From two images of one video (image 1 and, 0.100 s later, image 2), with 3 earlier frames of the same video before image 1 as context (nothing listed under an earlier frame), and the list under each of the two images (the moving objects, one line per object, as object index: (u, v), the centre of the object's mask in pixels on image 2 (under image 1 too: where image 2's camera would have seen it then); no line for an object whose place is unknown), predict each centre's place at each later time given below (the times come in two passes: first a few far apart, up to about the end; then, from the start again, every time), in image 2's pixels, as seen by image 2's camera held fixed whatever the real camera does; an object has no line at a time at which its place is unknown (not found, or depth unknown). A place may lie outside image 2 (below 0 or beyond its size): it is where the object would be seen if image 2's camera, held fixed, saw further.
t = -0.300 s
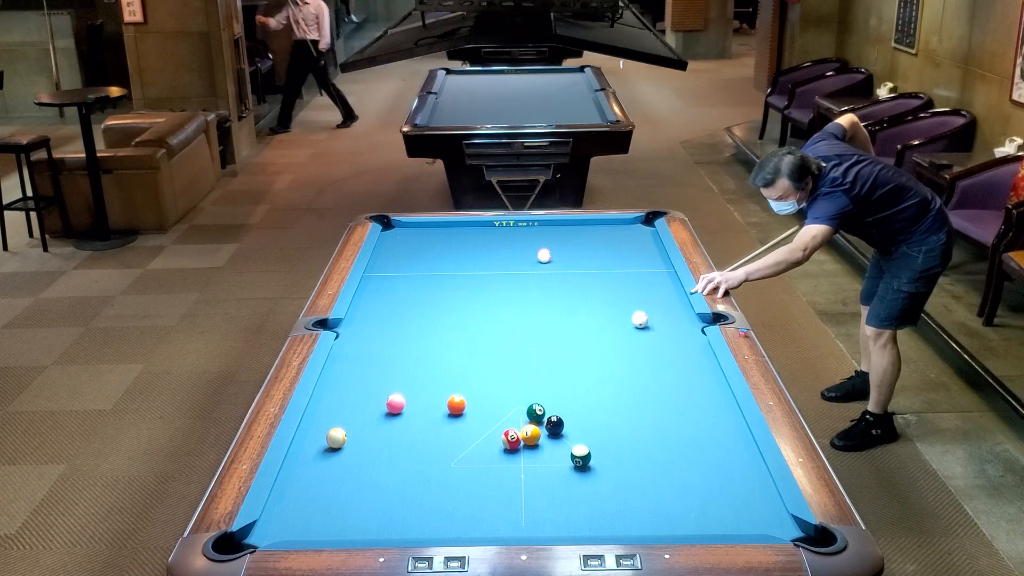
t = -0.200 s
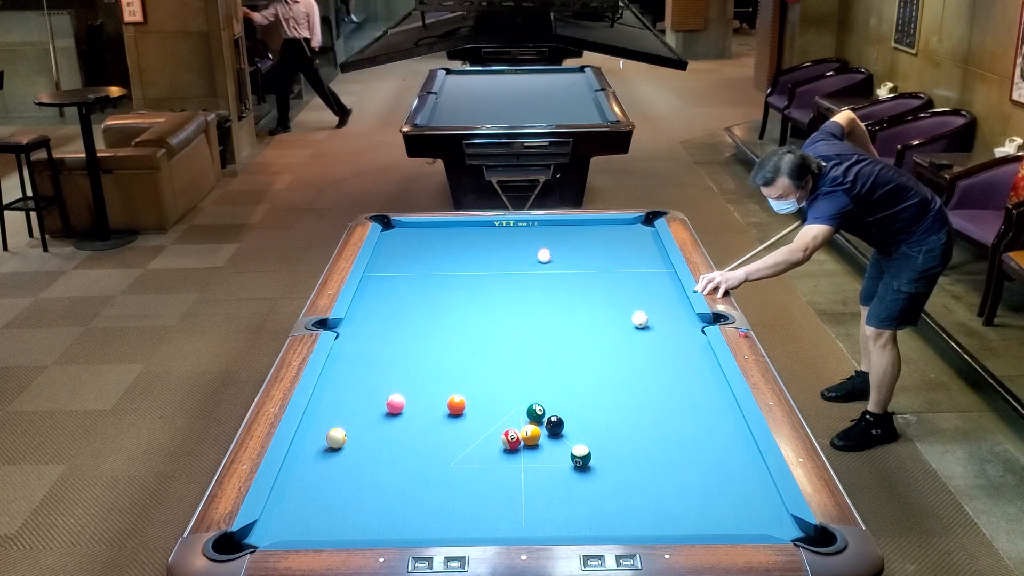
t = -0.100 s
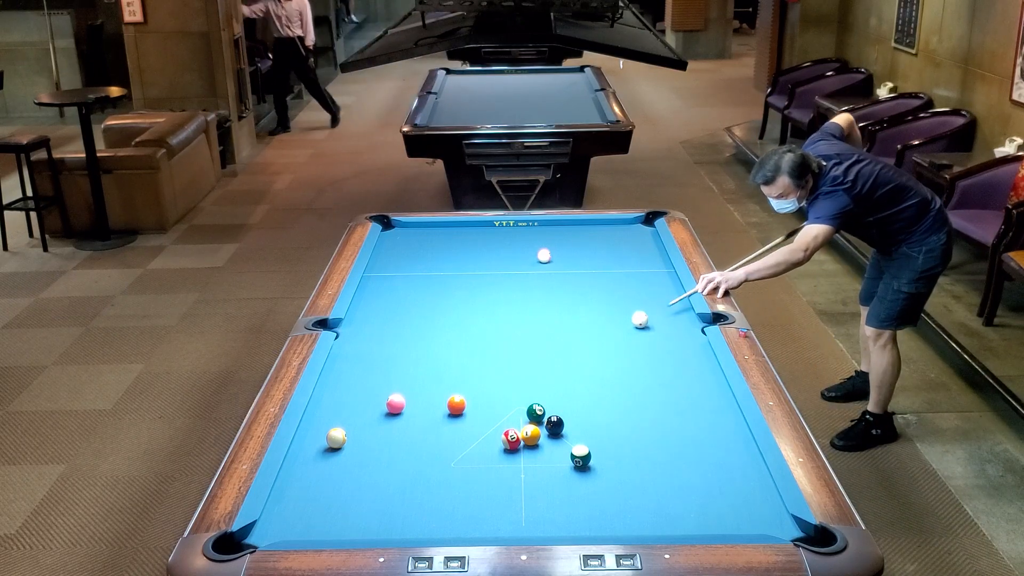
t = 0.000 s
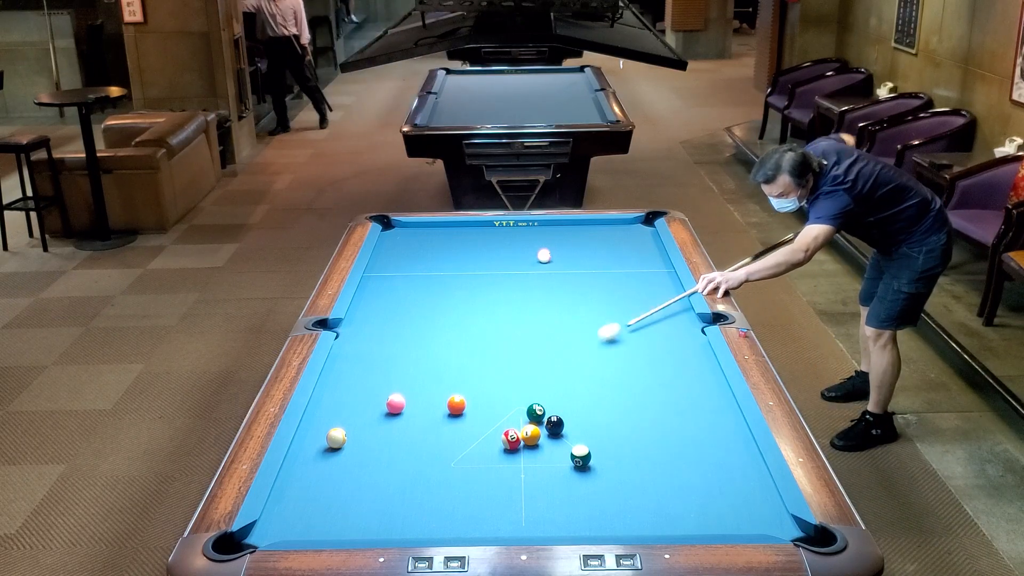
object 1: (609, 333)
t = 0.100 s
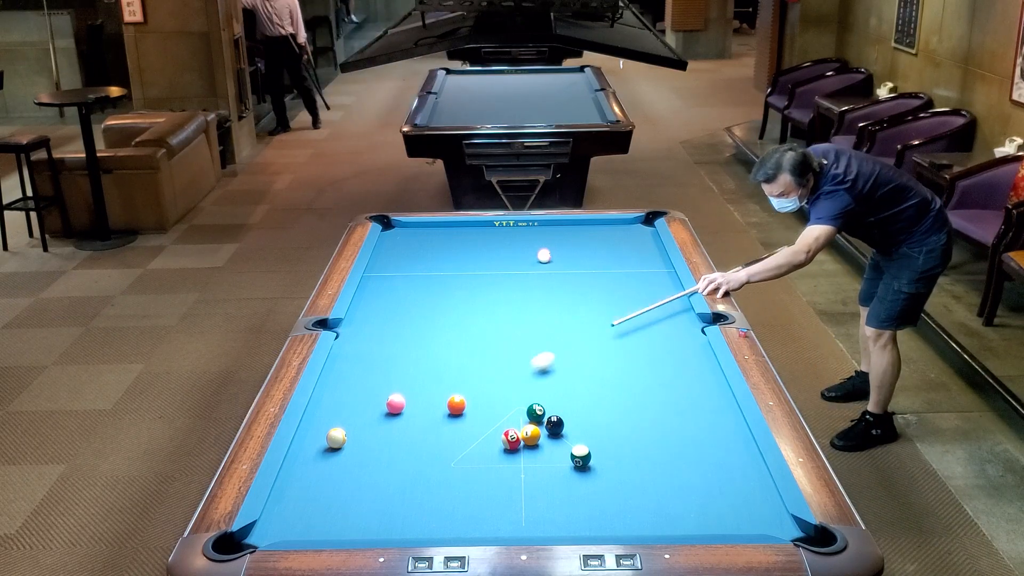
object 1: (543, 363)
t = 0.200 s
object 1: (473, 395)
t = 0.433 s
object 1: (437, 392)
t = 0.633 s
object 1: (413, 387)
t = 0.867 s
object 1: (387, 382)
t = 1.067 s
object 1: (366, 378)
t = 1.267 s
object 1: (345, 375)
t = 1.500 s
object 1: (334, 370)
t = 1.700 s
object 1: (345, 365)
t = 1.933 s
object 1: (358, 359)
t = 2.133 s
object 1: (367, 355)
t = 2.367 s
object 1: (377, 351)
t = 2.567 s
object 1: (385, 348)
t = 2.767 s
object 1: (392, 345)
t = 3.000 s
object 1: (399, 341)
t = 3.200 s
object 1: (405, 339)
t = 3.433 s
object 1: (411, 337)
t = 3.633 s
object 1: (415, 335)
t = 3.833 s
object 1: (418, 334)
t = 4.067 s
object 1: (421, 333)
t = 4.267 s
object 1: (423, 332)
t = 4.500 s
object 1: (425, 332)
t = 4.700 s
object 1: (425, 331)
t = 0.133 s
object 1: (520, 373)
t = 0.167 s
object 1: (496, 384)
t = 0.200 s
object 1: (473, 395)
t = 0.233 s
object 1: (463, 397)
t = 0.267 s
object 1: (458, 396)
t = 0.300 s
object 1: (453, 395)
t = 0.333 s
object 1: (449, 394)
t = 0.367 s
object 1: (445, 393)
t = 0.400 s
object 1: (441, 392)
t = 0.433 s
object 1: (437, 392)
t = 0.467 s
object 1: (433, 391)
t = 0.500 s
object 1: (429, 390)
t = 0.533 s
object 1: (425, 389)
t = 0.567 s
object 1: (421, 388)
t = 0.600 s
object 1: (417, 388)
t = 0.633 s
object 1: (413, 387)
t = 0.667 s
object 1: (409, 386)
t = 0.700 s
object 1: (406, 385)
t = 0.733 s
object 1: (402, 385)
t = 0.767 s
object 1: (398, 384)
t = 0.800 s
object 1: (394, 383)
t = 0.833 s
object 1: (390, 383)
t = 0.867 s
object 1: (387, 382)
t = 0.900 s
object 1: (383, 382)
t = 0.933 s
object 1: (380, 381)
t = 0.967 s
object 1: (376, 380)
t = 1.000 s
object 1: (372, 380)
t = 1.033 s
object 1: (369, 379)
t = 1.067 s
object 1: (366, 378)
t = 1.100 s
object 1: (362, 378)
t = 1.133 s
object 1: (359, 377)
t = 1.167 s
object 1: (355, 377)
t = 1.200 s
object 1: (352, 376)
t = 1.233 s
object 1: (349, 376)
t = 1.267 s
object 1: (345, 375)
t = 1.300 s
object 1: (342, 374)
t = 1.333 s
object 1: (339, 374)
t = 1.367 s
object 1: (336, 373)
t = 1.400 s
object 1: (333, 373)
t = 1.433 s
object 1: (330, 372)
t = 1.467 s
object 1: (332, 371)
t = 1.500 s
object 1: (334, 370)
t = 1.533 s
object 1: (336, 369)
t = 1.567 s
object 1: (338, 368)
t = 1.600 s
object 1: (340, 368)
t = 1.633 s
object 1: (342, 367)
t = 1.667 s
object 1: (344, 366)
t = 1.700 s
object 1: (345, 365)
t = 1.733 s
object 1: (347, 364)
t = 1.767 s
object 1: (349, 363)
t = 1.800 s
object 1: (351, 363)
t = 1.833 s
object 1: (353, 362)
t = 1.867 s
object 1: (354, 361)
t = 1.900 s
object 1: (356, 360)
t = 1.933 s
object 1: (358, 359)
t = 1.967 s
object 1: (359, 359)
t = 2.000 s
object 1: (361, 358)
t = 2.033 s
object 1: (362, 357)
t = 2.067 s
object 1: (364, 357)
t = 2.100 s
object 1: (366, 356)
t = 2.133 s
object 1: (367, 355)
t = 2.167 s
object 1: (368, 355)
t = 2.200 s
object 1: (370, 354)
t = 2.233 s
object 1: (371, 353)
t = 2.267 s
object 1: (373, 353)
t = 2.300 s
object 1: (374, 352)
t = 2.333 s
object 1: (376, 351)
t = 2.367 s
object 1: (377, 351)
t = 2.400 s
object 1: (379, 350)
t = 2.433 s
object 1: (380, 350)
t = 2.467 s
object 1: (381, 349)
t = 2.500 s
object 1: (382, 349)
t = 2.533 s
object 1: (384, 348)
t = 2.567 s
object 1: (385, 348)
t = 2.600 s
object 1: (386, 347)
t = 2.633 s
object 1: (387, 347)
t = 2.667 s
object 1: (389, 346)
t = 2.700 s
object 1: (390, 346)
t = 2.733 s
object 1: (391, 345)
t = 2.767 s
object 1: (392, 345)
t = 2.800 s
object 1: (393, 344)
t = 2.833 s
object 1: (394, 344)
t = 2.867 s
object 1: (395, 343)
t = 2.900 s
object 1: (396, 343)
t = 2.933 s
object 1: (397, 342)
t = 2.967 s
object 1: (398, 342)
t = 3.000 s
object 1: (399, 341)
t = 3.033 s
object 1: (400, 341)
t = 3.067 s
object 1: (401, 341)
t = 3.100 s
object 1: (402, 340)
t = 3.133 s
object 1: (403, 340)
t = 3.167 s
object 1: (404, 340)
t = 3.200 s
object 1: (405, 339)
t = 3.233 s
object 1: (406, 339)
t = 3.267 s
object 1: (407, 339)
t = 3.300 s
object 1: (408, 338)
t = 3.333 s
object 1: (408, 338)
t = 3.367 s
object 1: (409, 338)
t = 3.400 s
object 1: (410, 337)
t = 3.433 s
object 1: (411, 337)
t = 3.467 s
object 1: (411, 337)
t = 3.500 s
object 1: (412, 336)
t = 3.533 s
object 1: (413, 336)
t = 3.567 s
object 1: (413, 336)
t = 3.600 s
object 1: (414, 336)
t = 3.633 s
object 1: (415, 335)
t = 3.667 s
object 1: (415, 335)
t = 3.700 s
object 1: (416, 335)
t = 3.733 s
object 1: (417, 335)
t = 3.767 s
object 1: (417, 335)
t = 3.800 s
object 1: (418, 334)
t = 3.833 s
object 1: (418, 334)
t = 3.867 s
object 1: (419, 334)
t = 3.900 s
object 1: (419, 334)
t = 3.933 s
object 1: (419, 334)
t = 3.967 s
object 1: (420, 333)
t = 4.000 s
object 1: (420, 333)
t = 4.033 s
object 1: (421, 333)
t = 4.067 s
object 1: (421, 333)
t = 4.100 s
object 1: (421, 333)
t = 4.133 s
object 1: (422, 333)
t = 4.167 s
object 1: (422, 333)
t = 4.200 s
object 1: (422, 333)
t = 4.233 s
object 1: (423, 332)
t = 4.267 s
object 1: (423, 332)
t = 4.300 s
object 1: (423, 332)
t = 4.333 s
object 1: (423, 332)
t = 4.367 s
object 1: (424, 332)
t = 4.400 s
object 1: (424, 332)
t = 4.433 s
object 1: (424, 332)
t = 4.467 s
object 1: (424, 332)
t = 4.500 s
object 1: (425, 332)
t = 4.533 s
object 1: (425, 332)
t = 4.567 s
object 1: (425, 331)
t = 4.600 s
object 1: (425, 331)
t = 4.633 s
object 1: (425, 331)
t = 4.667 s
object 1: (425, 331)
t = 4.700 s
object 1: (425, 331)
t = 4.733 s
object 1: (425, 331)
